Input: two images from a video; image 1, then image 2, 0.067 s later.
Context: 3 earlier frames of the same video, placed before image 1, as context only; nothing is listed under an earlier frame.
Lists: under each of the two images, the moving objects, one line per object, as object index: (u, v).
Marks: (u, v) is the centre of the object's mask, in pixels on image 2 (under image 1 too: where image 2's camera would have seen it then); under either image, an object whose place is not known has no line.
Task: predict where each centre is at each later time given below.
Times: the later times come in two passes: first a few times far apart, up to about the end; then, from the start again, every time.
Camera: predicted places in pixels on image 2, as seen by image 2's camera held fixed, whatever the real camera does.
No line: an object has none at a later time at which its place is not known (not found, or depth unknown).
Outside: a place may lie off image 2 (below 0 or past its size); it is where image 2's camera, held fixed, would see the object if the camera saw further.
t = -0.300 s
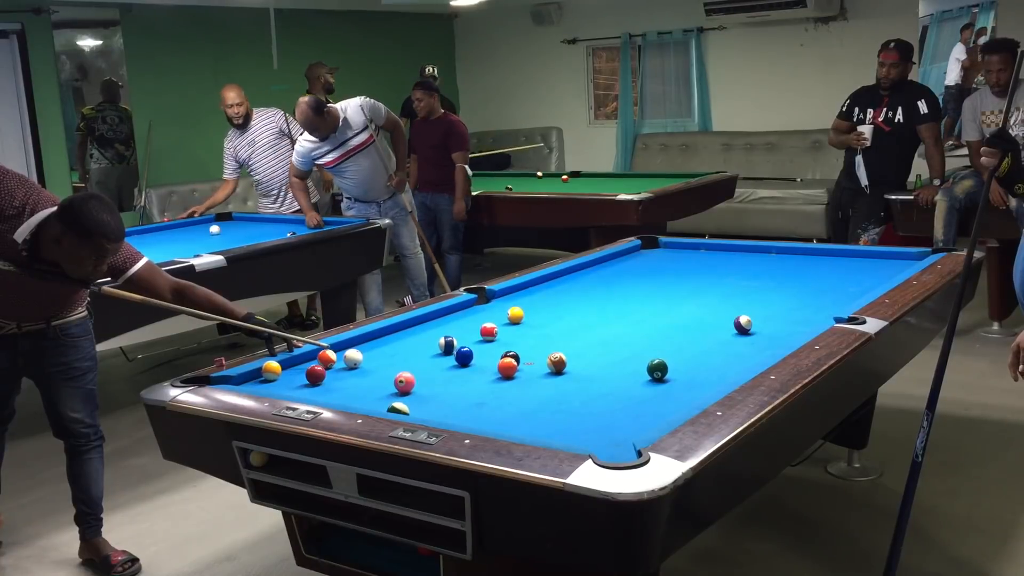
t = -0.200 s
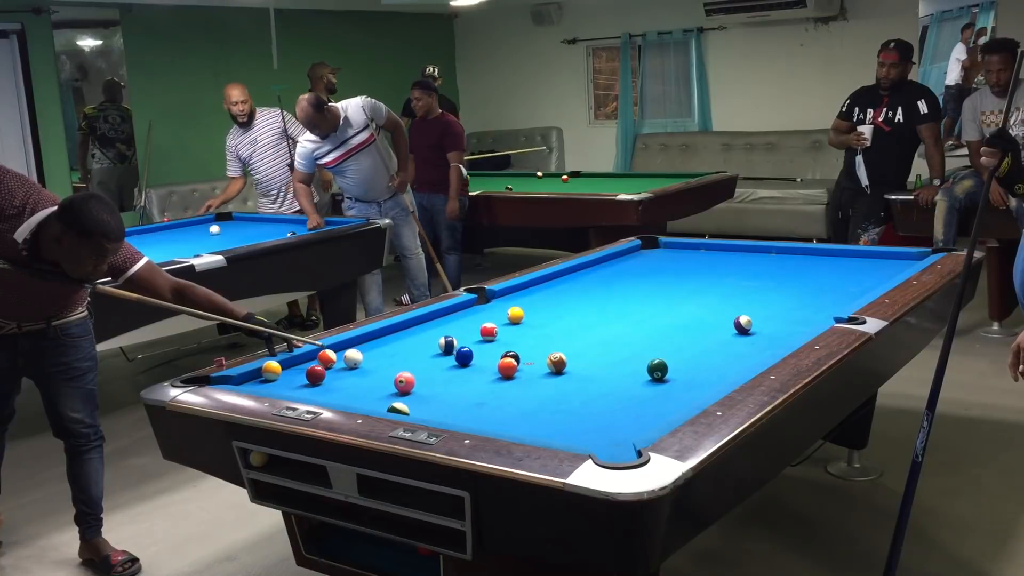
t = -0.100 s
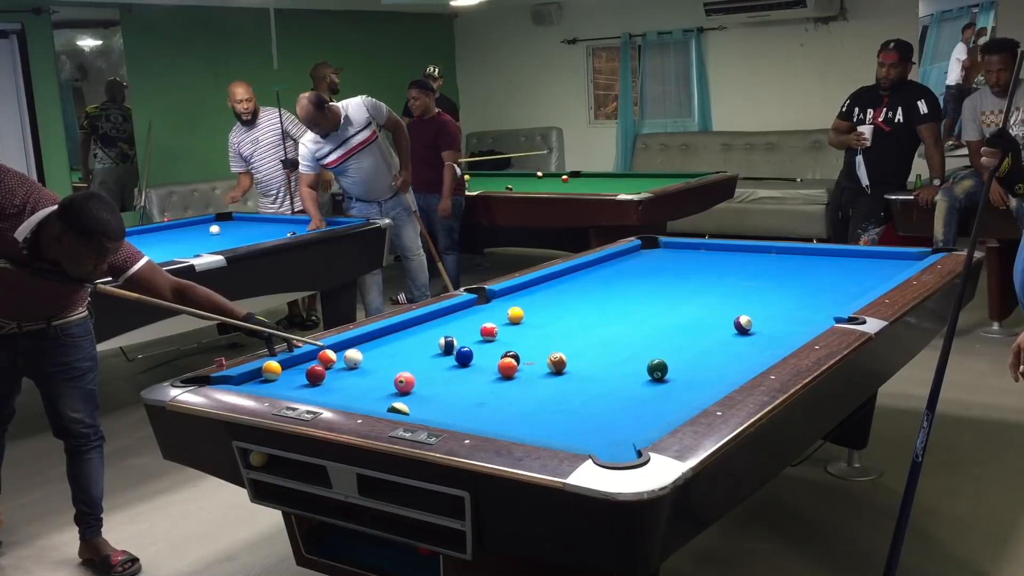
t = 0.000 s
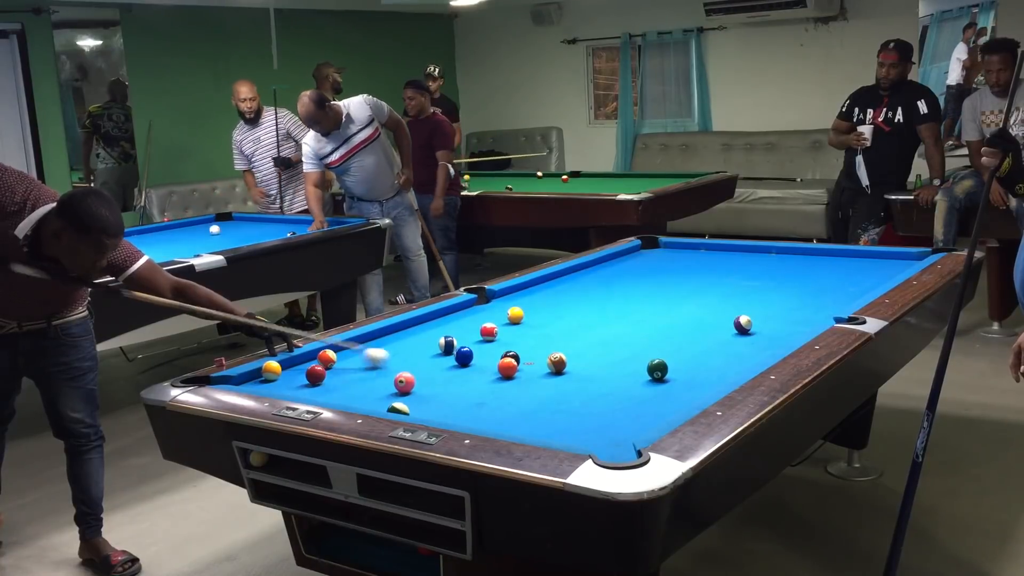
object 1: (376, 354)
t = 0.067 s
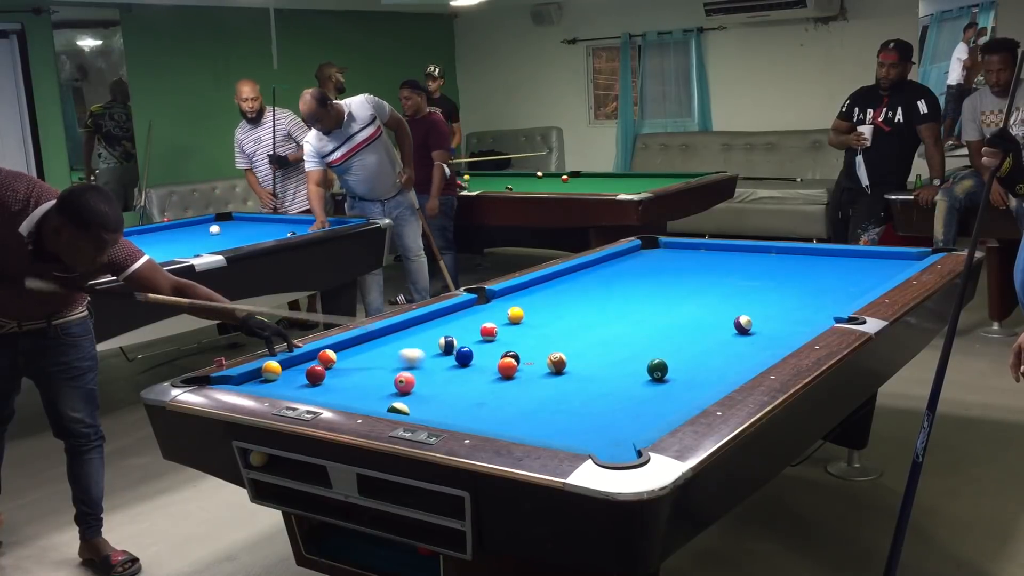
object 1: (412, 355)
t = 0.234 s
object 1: (453, 362)
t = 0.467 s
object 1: (490, 370)
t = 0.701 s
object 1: (518, 381)
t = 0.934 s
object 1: (548, 393)
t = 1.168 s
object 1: (579, 404)
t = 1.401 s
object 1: (611, 417)
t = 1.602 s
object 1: (639, 426)
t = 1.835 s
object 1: (623, 430)
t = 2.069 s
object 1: (598, 429)
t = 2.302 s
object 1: (576, 429)
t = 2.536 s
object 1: (556, 429)
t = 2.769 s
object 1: (538, 428)
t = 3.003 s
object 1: (523, 427)
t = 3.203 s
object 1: (512, 426)
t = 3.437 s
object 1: (500, 425)
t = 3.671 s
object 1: (491, 424)
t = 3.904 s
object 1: (484, 423)
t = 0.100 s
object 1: (429, 355)
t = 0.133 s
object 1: (444, 358)
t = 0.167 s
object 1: (446, 359)
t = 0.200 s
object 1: (449, 361)
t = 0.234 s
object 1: (453, 362)
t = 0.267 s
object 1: (458, 363)
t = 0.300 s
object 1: (463, 364)
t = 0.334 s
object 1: (469, 365)
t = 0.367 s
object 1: (474, 366)
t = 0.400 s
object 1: (479, 368)
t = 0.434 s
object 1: (484, 369)
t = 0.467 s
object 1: (490, 370)
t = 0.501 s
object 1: (494, 372)
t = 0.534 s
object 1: (497, 373)
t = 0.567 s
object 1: (501, 375)
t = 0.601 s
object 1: (505, 376)
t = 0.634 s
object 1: (510, 378)
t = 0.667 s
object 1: (514, 380)
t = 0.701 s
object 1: (518, 381)
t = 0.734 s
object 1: (522, 383)
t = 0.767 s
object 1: (527, 385)
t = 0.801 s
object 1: (531, 386)
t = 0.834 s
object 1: (535, 388)
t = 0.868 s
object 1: (539, 389)
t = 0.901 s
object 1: (544, 391)
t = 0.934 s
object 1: (548, 393)
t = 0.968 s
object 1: (552, 394)
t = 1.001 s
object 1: (557, 396)
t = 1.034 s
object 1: (561, 398)
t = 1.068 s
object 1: (566, 399)
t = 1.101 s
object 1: (570, 401)
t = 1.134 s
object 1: (575, 403)
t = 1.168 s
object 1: (579, 404)
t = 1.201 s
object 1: (584, 406)
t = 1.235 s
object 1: (588, 408)
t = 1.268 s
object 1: (593, 410)
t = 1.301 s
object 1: (597, 411)
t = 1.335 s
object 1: (602, 413)
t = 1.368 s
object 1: (607, 415)
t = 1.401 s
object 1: (611, 417)
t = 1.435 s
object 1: (616, 419)
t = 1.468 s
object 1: (621, 420)
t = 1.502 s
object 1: (626, 422)
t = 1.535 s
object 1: (630, 424)
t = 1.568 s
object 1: (635, 426)
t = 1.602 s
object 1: (639, 426)
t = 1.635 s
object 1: (643, 426)
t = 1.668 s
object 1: (641, 427)
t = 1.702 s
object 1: (637, 428)
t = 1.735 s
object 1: (634, 429)
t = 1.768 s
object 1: (631, 429)
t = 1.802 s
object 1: (627, 430)
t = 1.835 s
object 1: (623, 430)
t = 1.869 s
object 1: (619, 430)
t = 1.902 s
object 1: (616, 430)
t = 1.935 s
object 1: (612, 430)
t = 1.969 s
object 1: (609, 429)
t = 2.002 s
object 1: (605, 430)
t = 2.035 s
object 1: (602, 429)
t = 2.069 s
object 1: (598, 429)
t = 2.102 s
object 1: (595, 430)
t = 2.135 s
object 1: (591, 429)
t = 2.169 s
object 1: (588, 430)
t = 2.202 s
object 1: (585, 429)
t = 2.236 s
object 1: (582, 429)
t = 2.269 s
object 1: (579, 429)
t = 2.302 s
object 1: (576, 429)
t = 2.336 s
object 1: (573, 429)
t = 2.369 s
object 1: (570, 429)
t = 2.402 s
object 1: (567, 429)
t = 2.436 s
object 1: (564, 429)
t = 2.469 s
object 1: (561, 429)
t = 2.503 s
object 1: (558, 429)
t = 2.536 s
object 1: (556, 429)
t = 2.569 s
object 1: (553, 429)
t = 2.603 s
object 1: (551, 429)
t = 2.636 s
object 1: (548, 428)
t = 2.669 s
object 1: (545, 428)
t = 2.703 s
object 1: (543, 428)
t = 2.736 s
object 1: (540, 428)
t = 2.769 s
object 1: (538, 428)
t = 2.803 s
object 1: (536, 428)
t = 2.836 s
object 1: (534, 427)
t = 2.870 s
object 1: (531, 427)
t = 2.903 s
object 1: (529, 427)
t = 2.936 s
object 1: (527, 427)
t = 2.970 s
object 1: (525, 427)
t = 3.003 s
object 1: (523, 427)
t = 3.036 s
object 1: (521, 426)
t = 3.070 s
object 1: (519, 426)
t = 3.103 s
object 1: (517, 426)
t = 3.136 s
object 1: (515, 426)
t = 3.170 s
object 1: (513, 426)
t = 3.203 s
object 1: (512, 426)
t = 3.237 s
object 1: (510, 426)
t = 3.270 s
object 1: (508, 426)
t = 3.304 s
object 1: (506, 425)
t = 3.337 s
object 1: (505, 425)
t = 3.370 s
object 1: (503, 425)
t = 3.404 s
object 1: (502, 425)
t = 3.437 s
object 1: (500, 425)
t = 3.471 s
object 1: (499, 424)
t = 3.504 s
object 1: (498, 424)
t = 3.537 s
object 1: (496, 424)
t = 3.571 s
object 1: (495, 424)
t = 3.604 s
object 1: (494, 424)
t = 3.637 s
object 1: (493, 424)
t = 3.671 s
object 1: (491, 424)
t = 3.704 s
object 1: (490, 424)
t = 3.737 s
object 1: (489, 424)
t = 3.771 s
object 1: (488, 423)
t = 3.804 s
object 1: (487, 423)
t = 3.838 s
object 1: (486, 423)
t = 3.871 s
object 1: (485, 423)
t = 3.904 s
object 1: (484, 423)
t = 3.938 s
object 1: (483, 423)
